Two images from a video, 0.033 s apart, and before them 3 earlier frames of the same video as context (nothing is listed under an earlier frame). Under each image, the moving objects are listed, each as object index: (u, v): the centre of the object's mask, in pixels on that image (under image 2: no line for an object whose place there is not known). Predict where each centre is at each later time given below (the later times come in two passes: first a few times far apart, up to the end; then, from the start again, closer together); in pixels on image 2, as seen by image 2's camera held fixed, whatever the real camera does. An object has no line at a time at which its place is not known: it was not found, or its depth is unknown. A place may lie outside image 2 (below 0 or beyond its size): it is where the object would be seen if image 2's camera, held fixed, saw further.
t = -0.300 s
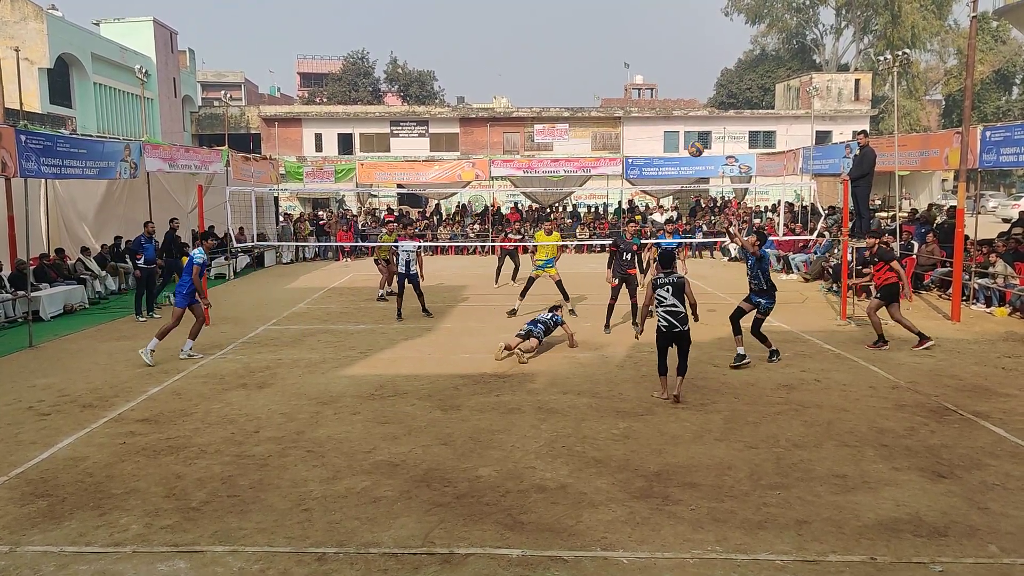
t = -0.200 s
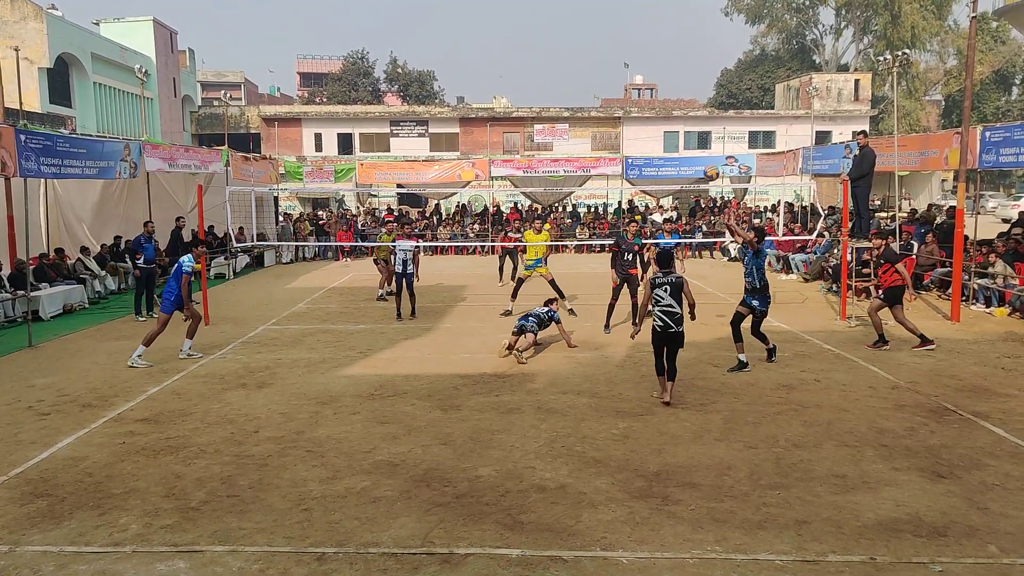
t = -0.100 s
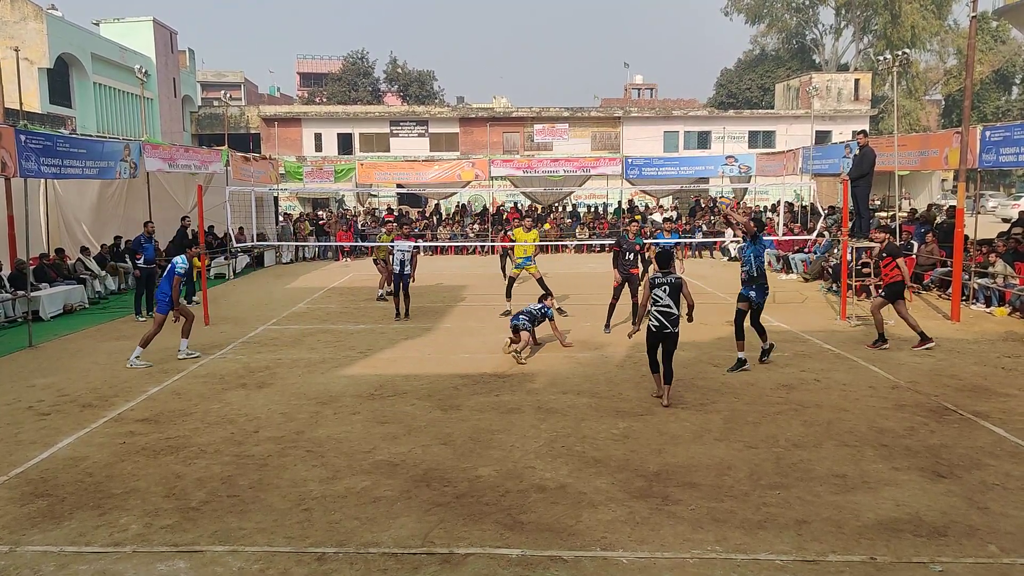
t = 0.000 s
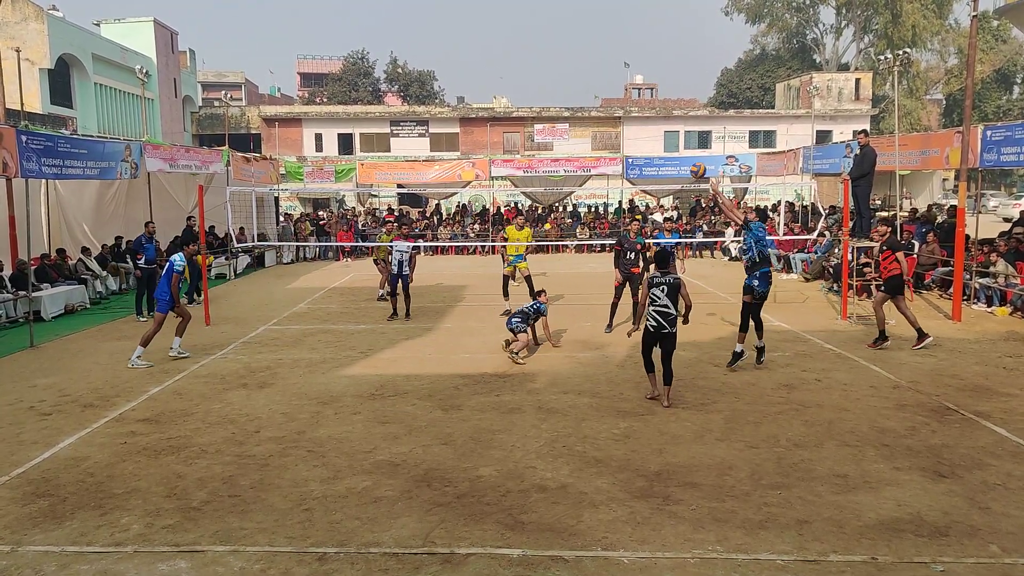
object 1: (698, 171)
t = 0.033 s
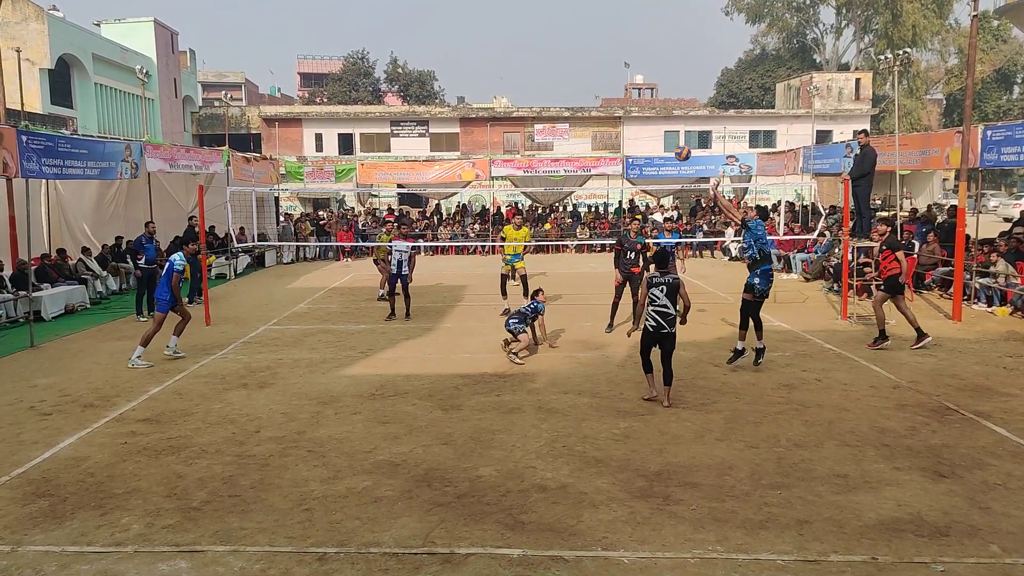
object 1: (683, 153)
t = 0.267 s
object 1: (579, 64)
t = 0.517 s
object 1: (478, 18)
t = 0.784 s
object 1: (384, 22)
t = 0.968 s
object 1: (326, 53)
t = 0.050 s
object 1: (675, 145)
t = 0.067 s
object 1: (667, 137)
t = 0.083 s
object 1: (660, 130)
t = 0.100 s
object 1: (652, 123)
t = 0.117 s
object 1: (645, 116)
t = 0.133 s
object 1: (637, 109)
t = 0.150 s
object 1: (630, 102)
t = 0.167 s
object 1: (622, 96)
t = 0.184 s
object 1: (615, 90)
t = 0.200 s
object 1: (608, 84)
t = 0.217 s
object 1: (601, 79)
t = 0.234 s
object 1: (593, 74)
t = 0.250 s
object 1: (586, 69)
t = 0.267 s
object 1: (579, 64)
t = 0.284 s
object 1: (572, 59)
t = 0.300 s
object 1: (565, 55)
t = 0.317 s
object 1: (558, 51)
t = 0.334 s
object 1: (551, 47)
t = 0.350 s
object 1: (544, 43)
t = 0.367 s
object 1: (538, 40)
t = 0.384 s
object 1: (531, 37)
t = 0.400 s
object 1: (524, 34)
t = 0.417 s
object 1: (517, 31)
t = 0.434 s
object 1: (511, 28)
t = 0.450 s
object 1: (504, 26)
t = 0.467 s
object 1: (498, 24)
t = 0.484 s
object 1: (491, 22)
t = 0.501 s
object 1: (485, 20)
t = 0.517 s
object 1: (478, 18)
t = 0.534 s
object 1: (472, 17)
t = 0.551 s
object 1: (466, 16)
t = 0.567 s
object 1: (460, 15)
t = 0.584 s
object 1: (453, 15)
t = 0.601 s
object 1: (447, 14)
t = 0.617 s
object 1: (441, 14)
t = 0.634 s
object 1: (435, 14)
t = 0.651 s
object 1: (430, 14)
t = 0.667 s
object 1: (423, 14)
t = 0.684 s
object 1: (418, 15)
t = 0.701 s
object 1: (412, 16)
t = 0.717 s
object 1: (406, 17)
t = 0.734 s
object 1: (400, 18)
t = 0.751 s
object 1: (395, 19)
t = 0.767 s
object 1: (389, 21)
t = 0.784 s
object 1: (384, 22)
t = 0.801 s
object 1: (378, 24)
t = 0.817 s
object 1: (373, 26)
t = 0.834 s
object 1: (367, 28)
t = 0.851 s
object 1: (362, 31)
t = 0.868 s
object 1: (357, 34)
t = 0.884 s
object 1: (351, 37)
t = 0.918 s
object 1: (341, 43)
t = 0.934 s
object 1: (336, 46)
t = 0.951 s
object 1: (331, 49)
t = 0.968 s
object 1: (326, 53)
